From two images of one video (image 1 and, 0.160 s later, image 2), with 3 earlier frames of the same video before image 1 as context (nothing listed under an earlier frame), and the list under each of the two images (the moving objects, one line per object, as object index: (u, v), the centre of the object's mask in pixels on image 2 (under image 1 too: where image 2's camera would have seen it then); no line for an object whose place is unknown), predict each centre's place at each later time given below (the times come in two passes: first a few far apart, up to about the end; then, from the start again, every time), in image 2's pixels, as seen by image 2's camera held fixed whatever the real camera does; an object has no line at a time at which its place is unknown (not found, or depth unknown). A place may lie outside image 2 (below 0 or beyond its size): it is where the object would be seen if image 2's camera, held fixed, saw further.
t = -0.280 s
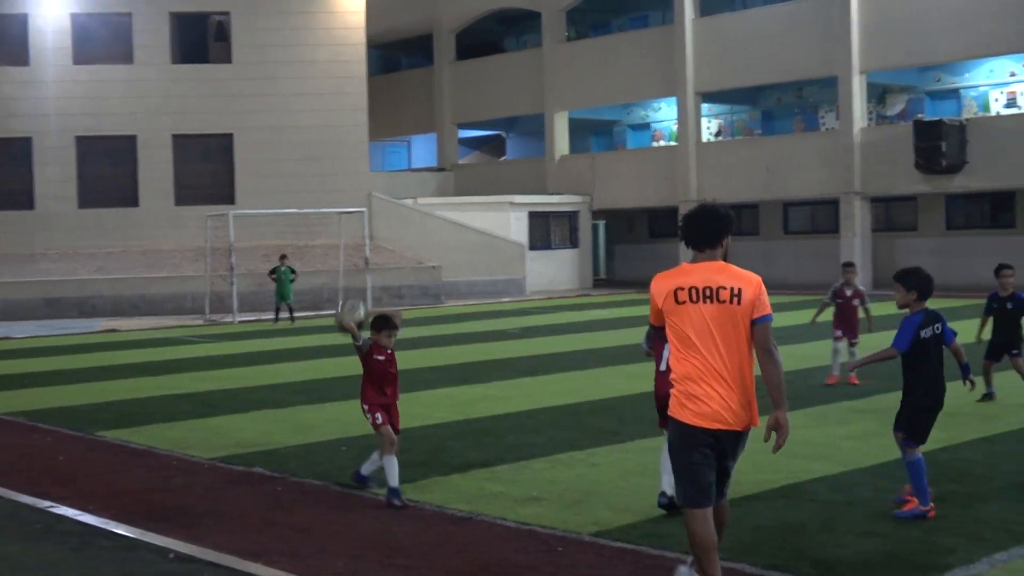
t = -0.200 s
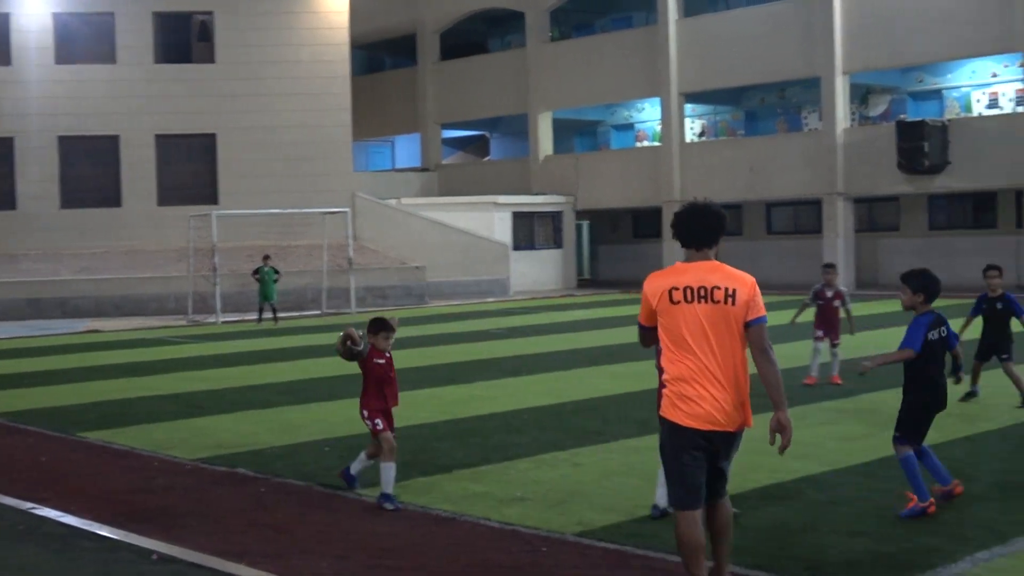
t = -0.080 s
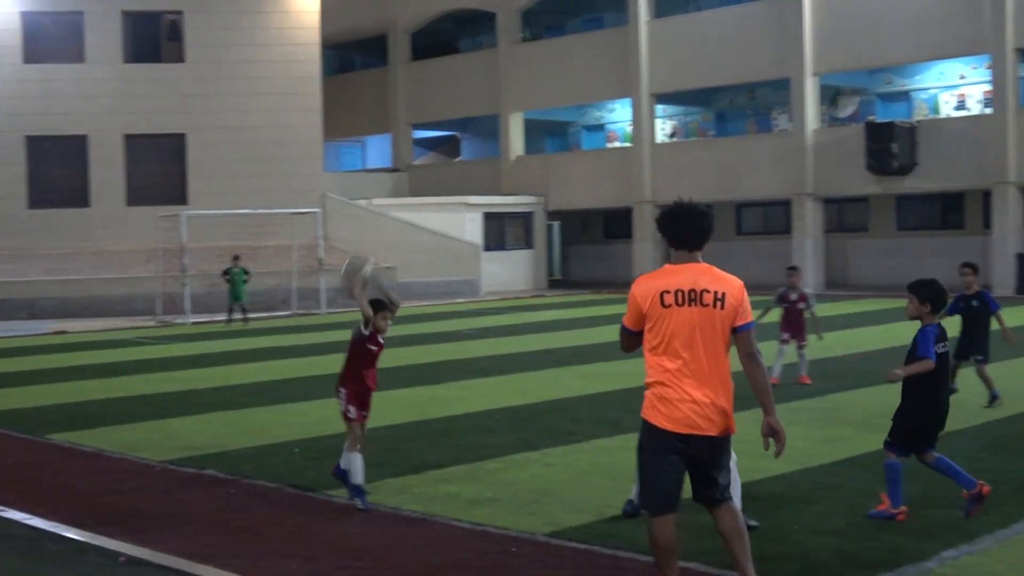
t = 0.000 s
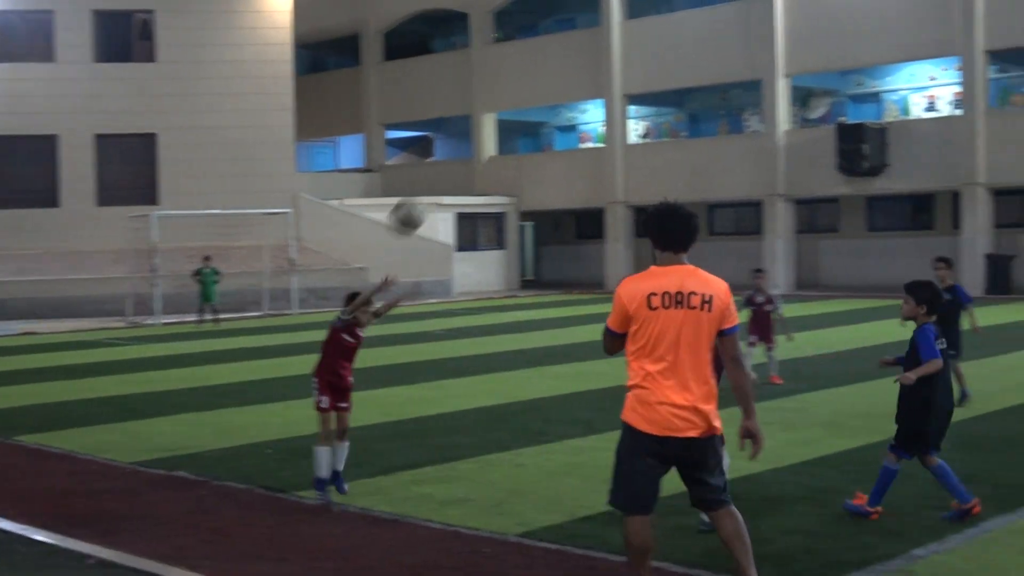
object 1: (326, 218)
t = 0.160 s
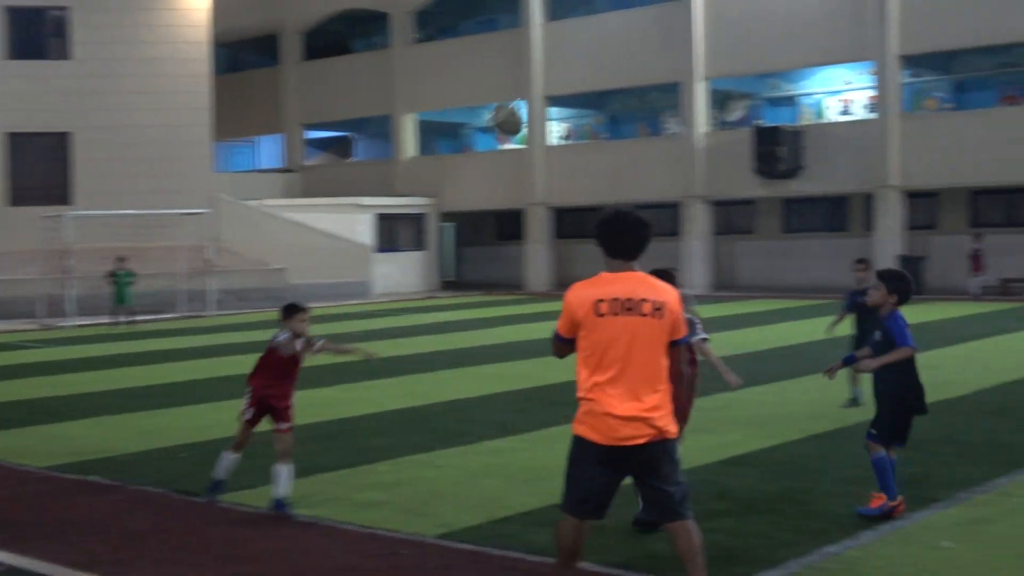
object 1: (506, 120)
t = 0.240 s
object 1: (608, 82)
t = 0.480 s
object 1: (951, 33)
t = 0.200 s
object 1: (556, 99)
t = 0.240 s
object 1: (608, 82)
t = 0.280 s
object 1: (662, 67)
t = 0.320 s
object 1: (715, 56)
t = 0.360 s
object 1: (770, 46)
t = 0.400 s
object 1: (828, 39)
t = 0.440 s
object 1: (888, 34)
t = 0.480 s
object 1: (951, 33)
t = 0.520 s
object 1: (1016, 33)
